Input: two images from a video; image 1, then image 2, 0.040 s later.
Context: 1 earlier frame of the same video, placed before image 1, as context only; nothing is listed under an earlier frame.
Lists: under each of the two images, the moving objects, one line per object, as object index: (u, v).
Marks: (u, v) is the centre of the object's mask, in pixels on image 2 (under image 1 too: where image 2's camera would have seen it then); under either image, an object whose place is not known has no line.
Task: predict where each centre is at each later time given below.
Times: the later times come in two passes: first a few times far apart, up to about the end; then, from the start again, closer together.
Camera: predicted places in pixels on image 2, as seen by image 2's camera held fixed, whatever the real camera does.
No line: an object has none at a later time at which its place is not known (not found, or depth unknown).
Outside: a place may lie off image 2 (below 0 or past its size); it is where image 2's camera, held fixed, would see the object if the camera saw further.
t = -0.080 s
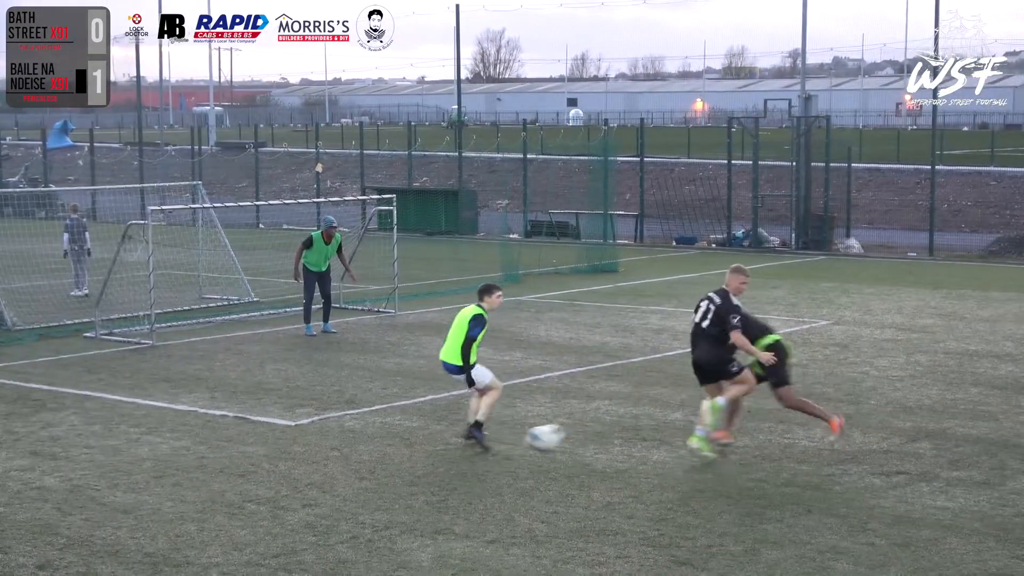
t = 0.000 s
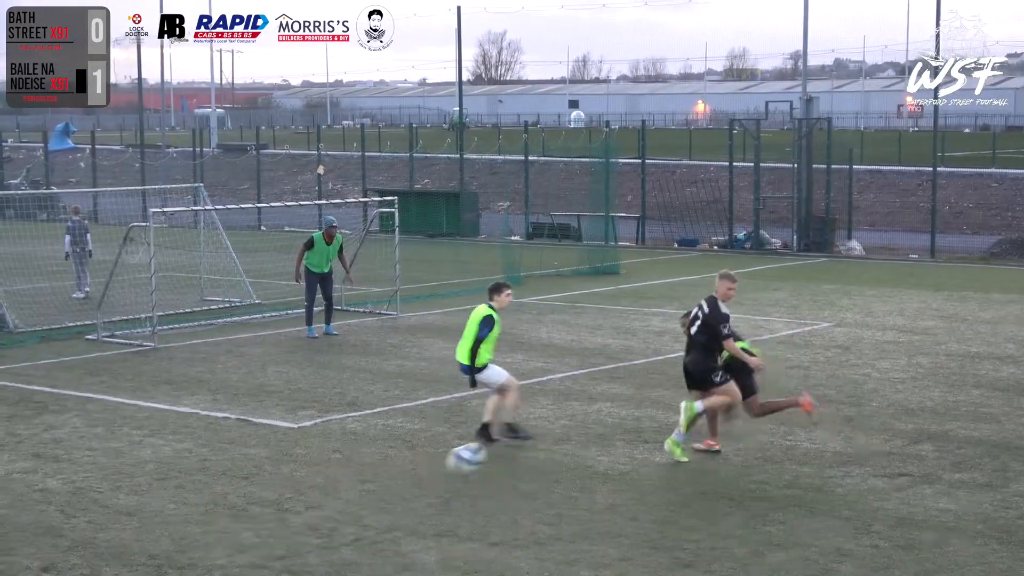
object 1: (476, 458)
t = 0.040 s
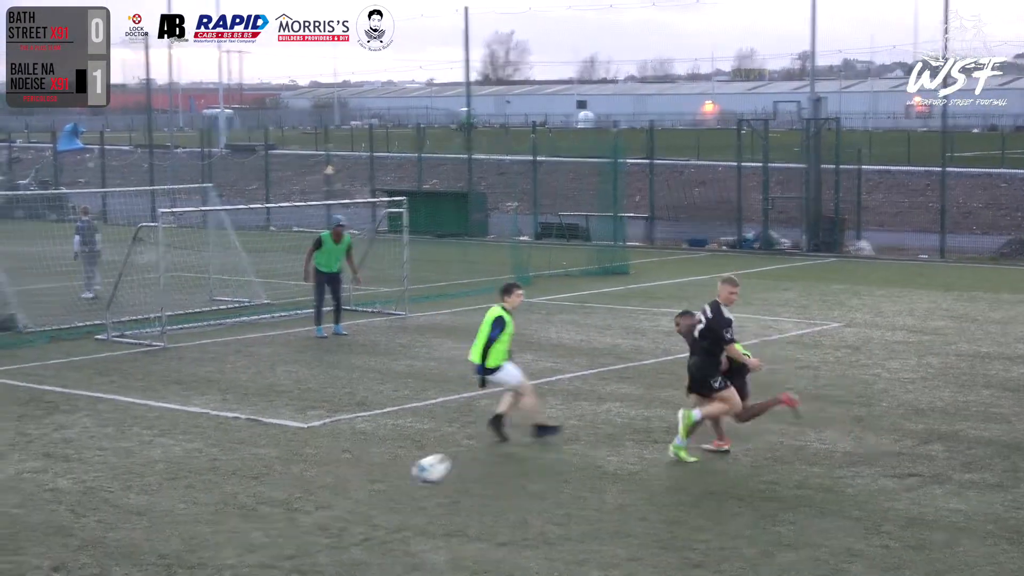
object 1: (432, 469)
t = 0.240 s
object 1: (211, 540)
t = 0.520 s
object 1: (-57, 567)
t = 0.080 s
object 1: (390, 483)
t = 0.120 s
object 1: (344, 500)
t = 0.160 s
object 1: (297, 518)
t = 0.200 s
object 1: (249, 541)
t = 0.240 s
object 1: (211, 540)
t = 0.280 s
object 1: (176, 536)
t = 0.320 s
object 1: (138, 536)
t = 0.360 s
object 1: (101, 536)
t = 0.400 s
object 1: (64, 540)
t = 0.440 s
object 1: (25, 546)
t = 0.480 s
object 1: (-15, 556)
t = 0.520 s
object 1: (-57, 567)
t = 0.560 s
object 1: (-100, 582)
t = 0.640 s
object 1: (-181, 606)
